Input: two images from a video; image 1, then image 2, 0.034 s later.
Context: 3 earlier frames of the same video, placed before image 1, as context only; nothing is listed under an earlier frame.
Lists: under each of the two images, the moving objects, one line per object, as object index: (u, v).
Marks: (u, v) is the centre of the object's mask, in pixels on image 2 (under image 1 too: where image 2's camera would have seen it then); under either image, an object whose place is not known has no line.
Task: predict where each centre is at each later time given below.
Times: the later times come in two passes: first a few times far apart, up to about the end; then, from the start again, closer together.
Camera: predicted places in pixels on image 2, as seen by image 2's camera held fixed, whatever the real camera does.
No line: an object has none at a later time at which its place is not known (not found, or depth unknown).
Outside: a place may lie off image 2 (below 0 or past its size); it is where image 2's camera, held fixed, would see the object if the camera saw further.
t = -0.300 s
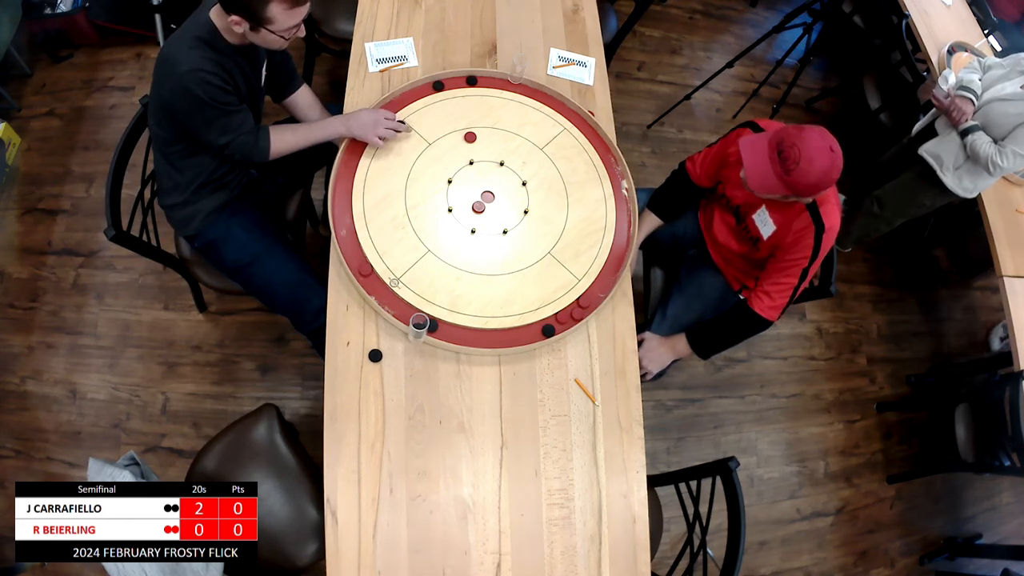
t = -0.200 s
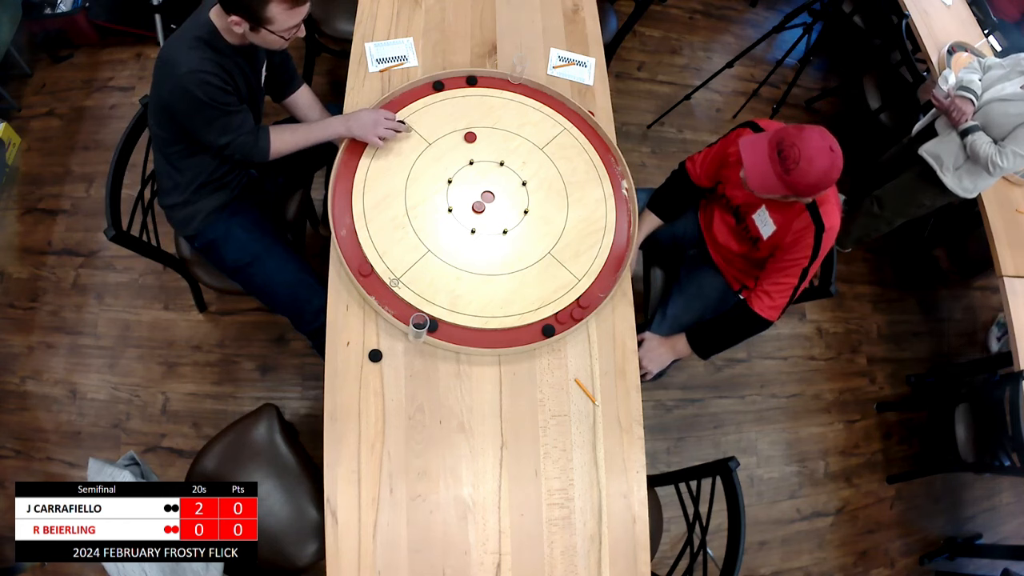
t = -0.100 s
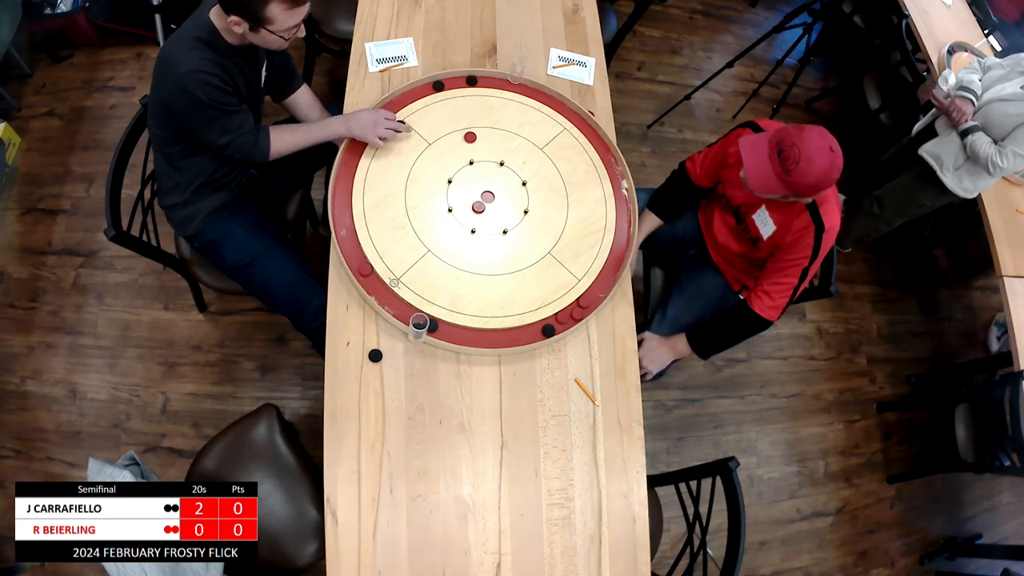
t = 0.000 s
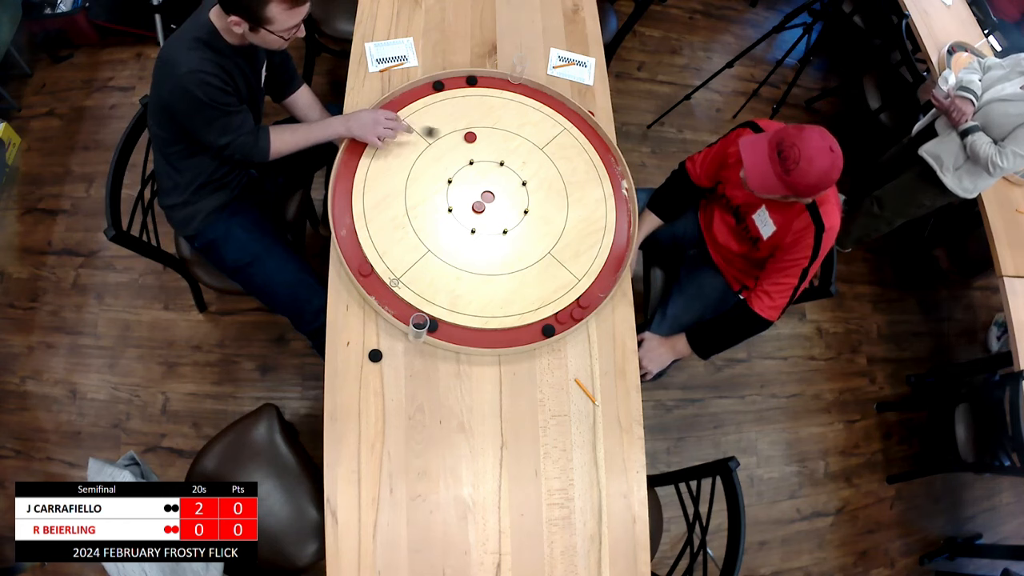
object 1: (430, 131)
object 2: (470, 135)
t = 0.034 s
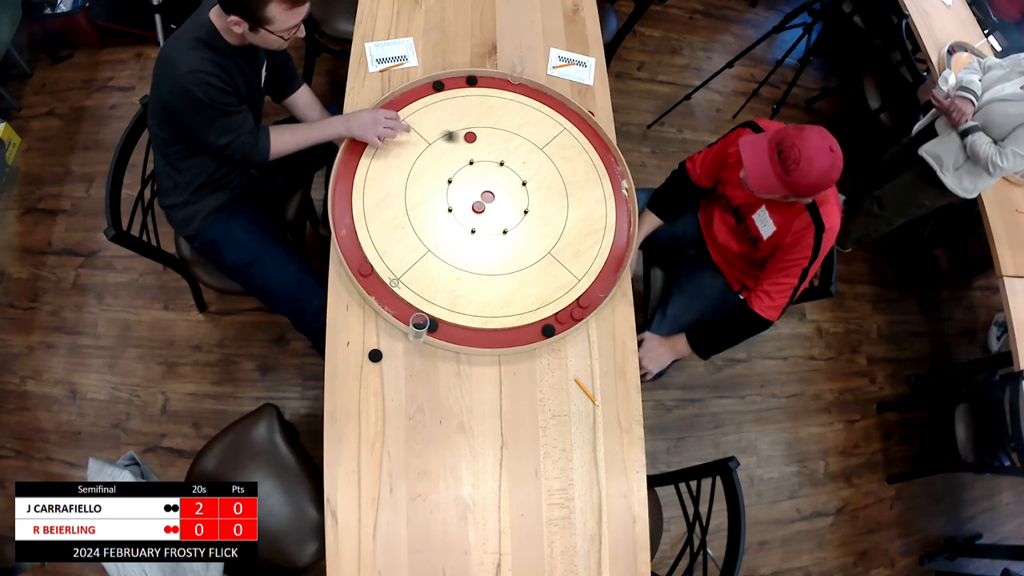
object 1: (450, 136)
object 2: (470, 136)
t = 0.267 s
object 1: (462, 162)
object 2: (562, 136)
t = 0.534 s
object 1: (456, 167)
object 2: (601, 151)
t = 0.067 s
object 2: (480, 137)
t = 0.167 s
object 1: (462, 154)
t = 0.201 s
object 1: (464, 159)
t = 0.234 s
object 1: (463, 161)
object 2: (549, 136)
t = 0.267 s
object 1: (462, 162)
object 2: (562, 136)
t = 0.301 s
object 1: (459, 164)
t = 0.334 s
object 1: (460, 165)
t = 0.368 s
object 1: (459, 165)
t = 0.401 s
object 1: (456, 167)
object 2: (597, 142)
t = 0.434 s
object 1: (456, 167)
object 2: (597, 146)
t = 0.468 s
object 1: (456, 167)
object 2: (603, 146)
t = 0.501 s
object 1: (456, 167)
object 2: (602, 149)
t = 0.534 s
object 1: (456, 167)
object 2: (601, 151)
